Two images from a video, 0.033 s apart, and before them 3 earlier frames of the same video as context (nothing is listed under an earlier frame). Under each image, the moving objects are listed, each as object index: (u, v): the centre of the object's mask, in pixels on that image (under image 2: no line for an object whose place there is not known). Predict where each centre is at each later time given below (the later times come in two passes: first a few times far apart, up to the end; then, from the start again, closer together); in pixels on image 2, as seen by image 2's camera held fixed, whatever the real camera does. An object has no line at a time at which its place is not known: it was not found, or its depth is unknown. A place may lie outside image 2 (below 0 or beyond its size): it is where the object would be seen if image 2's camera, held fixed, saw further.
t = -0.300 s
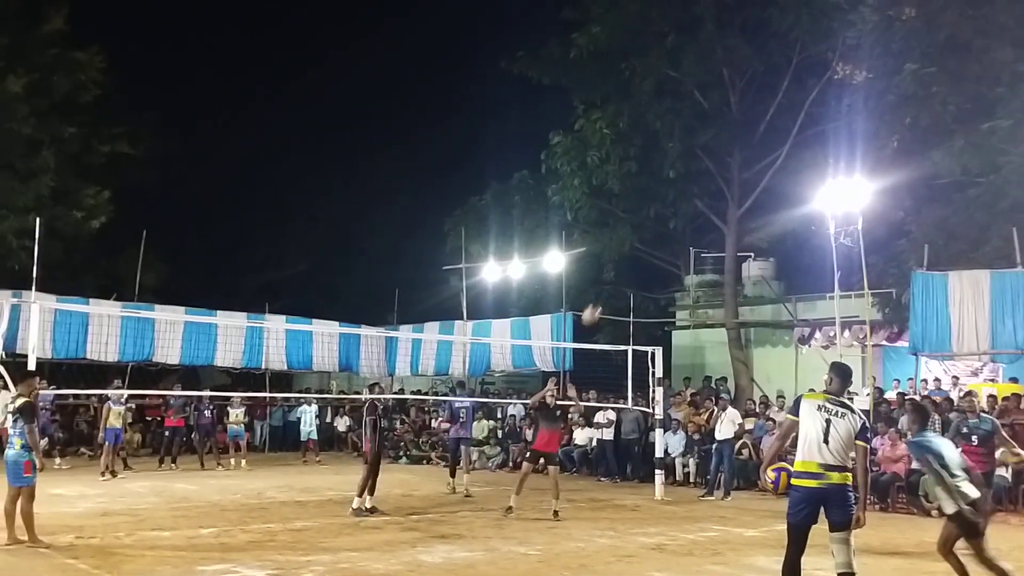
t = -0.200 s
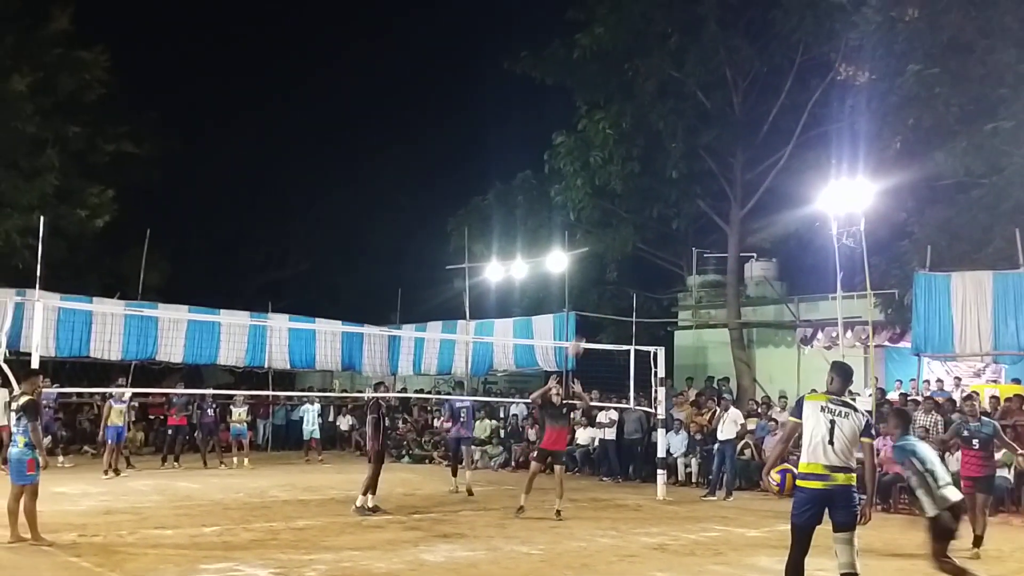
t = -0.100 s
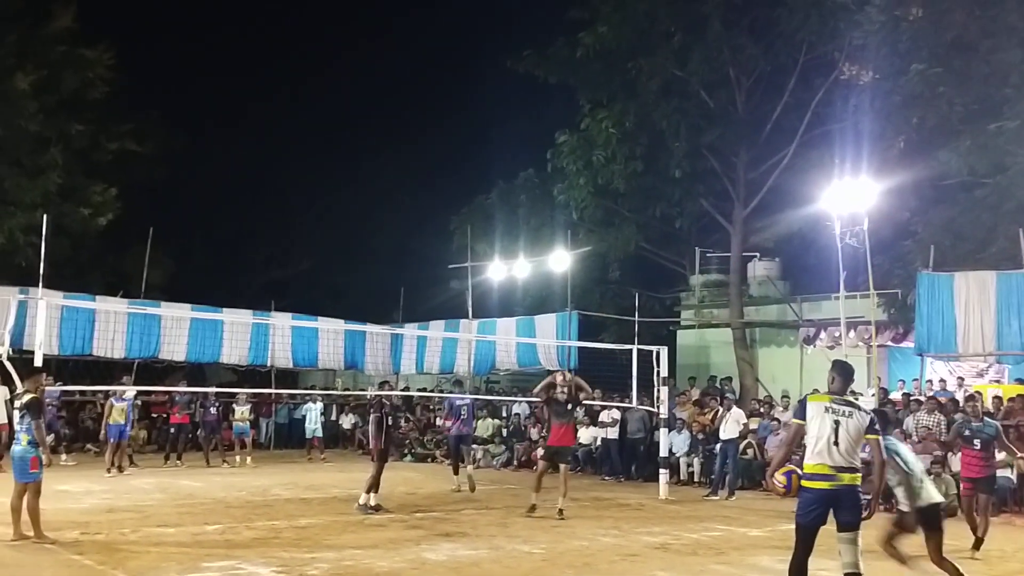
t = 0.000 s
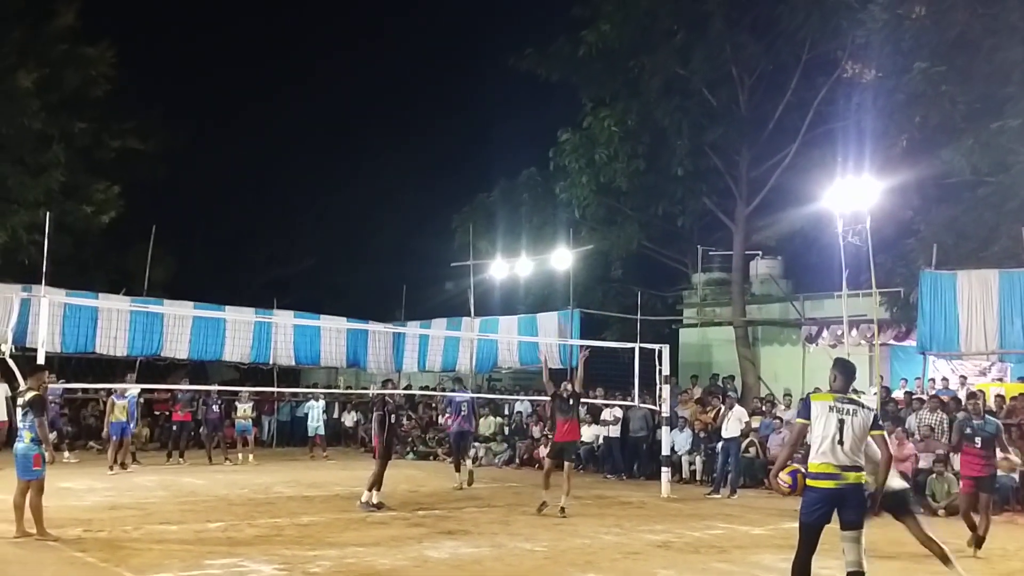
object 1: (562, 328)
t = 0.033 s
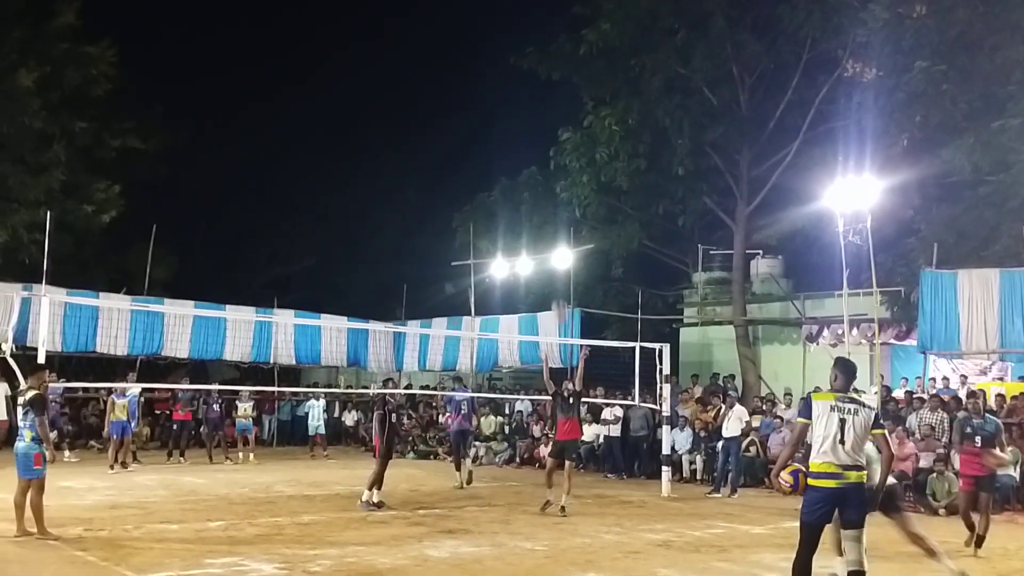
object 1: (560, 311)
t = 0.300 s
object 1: (545, 203)
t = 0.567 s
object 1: (528, 143)
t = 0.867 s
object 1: (506, 136)
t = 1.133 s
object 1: (485, 190)
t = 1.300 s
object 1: (470, 251)
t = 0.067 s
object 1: (558, 296)
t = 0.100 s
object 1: (555, 280)
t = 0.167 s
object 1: (549, 248)
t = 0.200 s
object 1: (550, 237)
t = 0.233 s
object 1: (549, 224)
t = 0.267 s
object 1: (547, 213)
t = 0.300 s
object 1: (545, 203)
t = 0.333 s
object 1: (543, 191)
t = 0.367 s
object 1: (541, 182)
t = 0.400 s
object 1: (539, 174)
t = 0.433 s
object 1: (537, 167)
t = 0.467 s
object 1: (535, 160)
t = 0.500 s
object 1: (533, 153)
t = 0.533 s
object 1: (530, 147)
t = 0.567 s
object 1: (528, 143)
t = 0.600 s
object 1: (526, 139)
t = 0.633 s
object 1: (524, 135)
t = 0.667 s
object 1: (521, 133)
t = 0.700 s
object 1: (519, 132)
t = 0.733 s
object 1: (516, 131)
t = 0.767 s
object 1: (514, 131)
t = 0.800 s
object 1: (511, 132)
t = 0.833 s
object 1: (509, 133)
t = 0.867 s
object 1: (506, 136)
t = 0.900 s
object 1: (504, 140)
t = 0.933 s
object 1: (501, 144)
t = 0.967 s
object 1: (498, 150)
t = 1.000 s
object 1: (495, 156)
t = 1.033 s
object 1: (493, 163)
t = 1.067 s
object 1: (490, 171)
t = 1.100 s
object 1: (487, 180)
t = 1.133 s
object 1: (485, 190)
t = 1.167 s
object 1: (482, 200)
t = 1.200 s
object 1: (478, 212)
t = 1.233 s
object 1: (475, 224)
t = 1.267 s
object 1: (473, 237)
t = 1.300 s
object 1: (470, 251)
